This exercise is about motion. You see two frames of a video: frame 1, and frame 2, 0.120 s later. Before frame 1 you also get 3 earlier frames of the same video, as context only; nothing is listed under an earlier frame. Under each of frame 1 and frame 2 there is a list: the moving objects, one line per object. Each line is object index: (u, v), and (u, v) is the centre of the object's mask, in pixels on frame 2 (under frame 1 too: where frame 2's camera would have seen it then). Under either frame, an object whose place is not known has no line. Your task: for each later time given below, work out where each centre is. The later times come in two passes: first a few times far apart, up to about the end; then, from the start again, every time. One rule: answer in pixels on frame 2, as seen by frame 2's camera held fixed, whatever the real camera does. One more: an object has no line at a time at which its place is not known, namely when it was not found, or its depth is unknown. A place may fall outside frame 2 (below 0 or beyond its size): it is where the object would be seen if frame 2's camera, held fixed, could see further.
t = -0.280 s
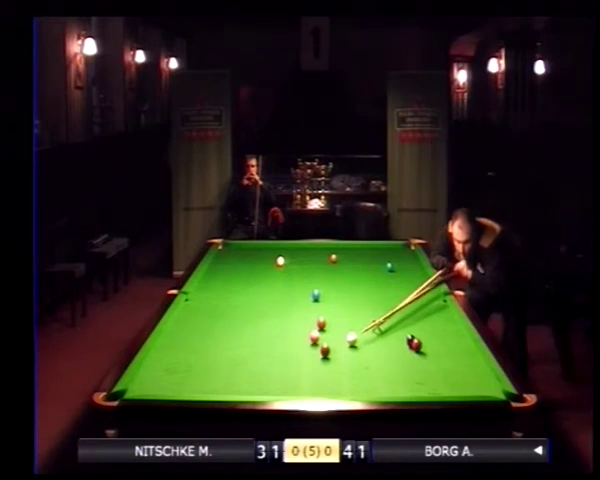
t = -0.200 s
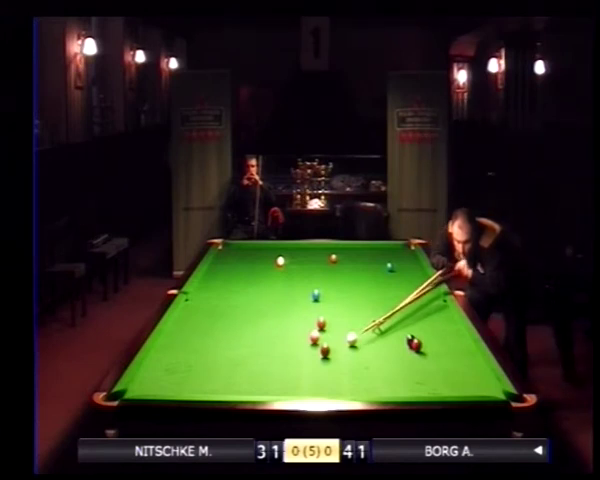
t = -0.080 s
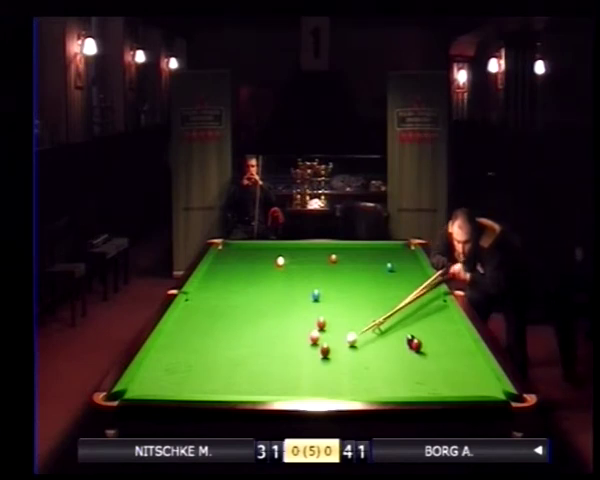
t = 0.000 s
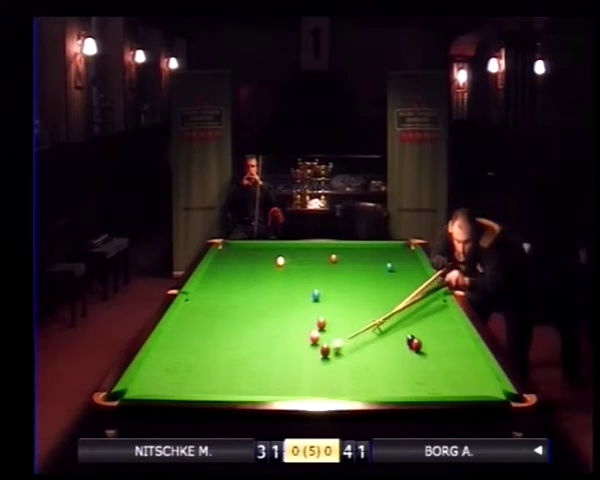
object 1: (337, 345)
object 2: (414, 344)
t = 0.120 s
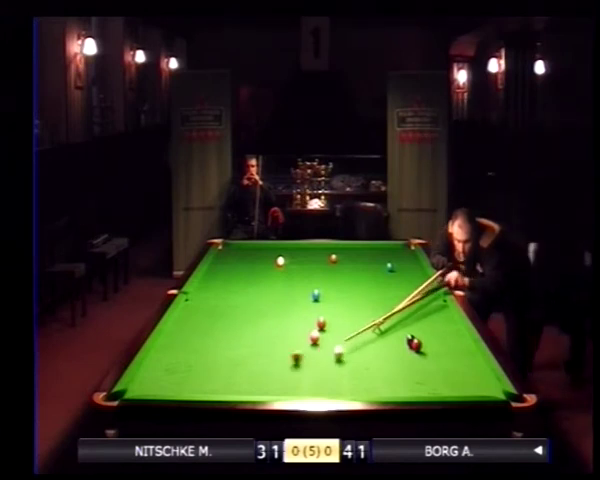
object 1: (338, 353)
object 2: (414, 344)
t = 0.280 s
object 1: (342, 361)
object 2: (414, 344)
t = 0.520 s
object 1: (347, 375)
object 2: (414, 344)
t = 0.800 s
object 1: (354, 389)
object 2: (414, 344)
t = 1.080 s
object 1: (364, 388)
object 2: (414, 344)
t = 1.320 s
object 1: (372, 382)
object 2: (414, 344)
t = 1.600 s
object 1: (380, 374)
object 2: (414, 344)
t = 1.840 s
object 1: (387, 367)
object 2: (414, 344)
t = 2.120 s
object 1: (394, 360)
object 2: (414, 344)
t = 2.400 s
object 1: (400, 354)
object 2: (414, 344)
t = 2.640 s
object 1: (404, 350)
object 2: (414, 344)
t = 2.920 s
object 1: (408, 345)
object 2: (417, 345)
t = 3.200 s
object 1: (406, 343)
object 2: (421, 344)
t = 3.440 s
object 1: (403, 342)
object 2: (424, 343)
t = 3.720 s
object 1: (402, 342)
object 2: (427, 342)
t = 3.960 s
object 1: (400, 341)
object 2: (428, 342)
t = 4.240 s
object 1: (399, 341)
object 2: (430, 342)
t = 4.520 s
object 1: (399, 340)
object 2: (431, 341)
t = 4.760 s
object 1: (399, 341)
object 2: (431, 341)
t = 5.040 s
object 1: (399, 341)
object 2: (432, 341)
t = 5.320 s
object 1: (399, 341)
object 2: (433, 341)
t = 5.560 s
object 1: (399, 340)
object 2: (433, 341)
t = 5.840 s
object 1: (399, 340)
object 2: (433, 340)
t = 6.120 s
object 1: (399, 340)
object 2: (433, 340)
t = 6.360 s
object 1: (399, 341)
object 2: (433, 340)
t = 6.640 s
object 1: (399, 340)
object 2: (433, 340)
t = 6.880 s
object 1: (399, 340)
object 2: (433, 340)
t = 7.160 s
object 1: (399, 340)
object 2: (433, 340)
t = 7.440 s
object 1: (399, 340)
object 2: (433, 340)
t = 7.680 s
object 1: (399, 340)
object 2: (433, 340)
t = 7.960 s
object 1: (399, 340)
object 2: (433, 340)
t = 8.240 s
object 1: (399, 340)
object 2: (433, 340)
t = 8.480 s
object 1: (399, 340)
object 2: (433, 341)
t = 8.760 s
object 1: (399, 340)
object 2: (433, 340)
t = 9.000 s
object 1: (399, 340)
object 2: (433, 340)
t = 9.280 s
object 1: (399, 341)
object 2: (433, 340)
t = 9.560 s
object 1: (399, 340)
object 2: (433, 340)
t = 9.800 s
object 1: (399, 340)
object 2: (433, 341)
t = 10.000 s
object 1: (399, 341)
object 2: (433, 341)
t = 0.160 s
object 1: (339, 355)
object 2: (414, 344)
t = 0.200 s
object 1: (341, 357)
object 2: (414, 344)
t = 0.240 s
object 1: (342, 359)
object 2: (414, 344)
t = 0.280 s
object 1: (342, 361)
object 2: (414, 344)
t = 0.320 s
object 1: (344, 363)
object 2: (414, 344)
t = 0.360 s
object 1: (344, 366)
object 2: (414, 344)
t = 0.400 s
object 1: (345, 368)
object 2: (414, 344)
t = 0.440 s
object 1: (346, 370)
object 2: (414, 344)
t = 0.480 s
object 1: (347, 372)
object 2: (414, 344)
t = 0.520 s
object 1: (347, 375)
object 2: (414, 344)
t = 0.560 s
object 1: (348, 377)
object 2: (414, 344)
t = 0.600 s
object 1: (350, 380)
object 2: (414, 344)
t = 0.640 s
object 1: (350, 382)
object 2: (414, 344)
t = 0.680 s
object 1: (352, 384)
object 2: (414, 344)
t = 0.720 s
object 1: (353, 386)
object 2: (414, 344)
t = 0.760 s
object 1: (353, 388)
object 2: (414, 344)
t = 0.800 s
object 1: (354, 389)
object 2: (414, 344)
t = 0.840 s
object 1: (355, 391)
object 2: (414, 344)
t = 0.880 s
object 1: (356, 392)
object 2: (414, 344)
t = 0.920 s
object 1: (358, 392)
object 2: (414, 344)
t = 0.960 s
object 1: (359, 391)
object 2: (414, 344)
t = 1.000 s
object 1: (361, 390)
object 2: (414, 344)
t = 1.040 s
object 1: (363, 389)
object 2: (414, 344)
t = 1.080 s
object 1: (364, 388)
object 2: (414, 344)
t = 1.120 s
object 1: (365, 388)
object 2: (414, 344)
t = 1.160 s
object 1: (367, 387)
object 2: (414, 344)
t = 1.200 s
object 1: (368, 386)
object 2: (414, 344)
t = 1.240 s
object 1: (369, 386)
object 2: (414, 344)
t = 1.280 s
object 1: (370, 384)
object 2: (414, 344)
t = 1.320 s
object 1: (372, 382)
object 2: (414, 344)
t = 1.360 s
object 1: (373, 381)
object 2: (414, 344)
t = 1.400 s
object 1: (374, 380)
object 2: (414, 344)
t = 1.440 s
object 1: (376, 379)
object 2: (414, 344)
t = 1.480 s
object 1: (377, 377)
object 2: (414, 344)
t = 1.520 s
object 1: (378, 376)
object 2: (414, 344)
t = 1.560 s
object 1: (379, 375)
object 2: (414, 344)
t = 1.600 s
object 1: (380, 374)
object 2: (414, 344)
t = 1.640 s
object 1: (381, 372)
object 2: (414, 344)
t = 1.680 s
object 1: (382, 371)
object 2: (414, 344)
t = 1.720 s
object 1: (383, 370)
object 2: (414, 344)
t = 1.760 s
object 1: (385, 369)
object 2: (414, 344)
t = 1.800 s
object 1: (386, 368)
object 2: (414, 344)
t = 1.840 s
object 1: (387, 367)
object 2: (414, 344)
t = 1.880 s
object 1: (387, 366)
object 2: (414, 344)
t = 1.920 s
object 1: (389, 365)
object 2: (414, 344)
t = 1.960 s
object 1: (390, 364)
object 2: (414, 344)
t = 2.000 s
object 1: (391, 363)
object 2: (414, 344)
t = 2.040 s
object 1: (391, 362)
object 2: (414, 344)
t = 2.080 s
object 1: (393, 361)
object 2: (414, 344)
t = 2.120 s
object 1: (394, 360)
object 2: (414, 344)
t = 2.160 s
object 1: (395, 359)
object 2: (414, 344)
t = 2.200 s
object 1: (396, 358)
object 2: (414, 344)
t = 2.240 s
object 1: (396, 357)
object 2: (414, 344)
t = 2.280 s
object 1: (397, 356)
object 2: (414, 344)
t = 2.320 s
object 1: (398, 356)
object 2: (414, 344)
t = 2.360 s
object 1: (399, 355)
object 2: (414, 344)
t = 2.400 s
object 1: (400, 354)
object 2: (414, 344)
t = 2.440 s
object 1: (401, 354)
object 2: (414, 344)
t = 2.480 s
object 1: (402, 353)
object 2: (414, 344)
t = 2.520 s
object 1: (402, 352)
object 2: (414, 344)
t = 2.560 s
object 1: (403, 351)
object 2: (414, 344)
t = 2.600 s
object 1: (404, 350)
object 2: (414, 344)
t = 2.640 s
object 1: (404, 350)
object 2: (414, 344)
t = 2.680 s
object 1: (405, 349)
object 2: (414, 344)
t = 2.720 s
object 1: (406, 348)
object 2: (415, 345)
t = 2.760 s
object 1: (407, 348)
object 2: (415, 345)
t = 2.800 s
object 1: (407, 347)
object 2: (416, 345)
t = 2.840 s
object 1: (408, 346)
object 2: (416, 345)
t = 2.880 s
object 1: (408, 346)
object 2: (416, 345)
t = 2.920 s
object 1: (408, 345)
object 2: (417, 345)
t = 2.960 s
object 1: (408, 344)
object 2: (417, 345)
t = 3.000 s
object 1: (407, 344)
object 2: (417, 344)
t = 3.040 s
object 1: (407, 344)
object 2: (418, 344)
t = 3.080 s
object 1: (407, 344)
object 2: (420, 344)
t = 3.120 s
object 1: (407, 343)
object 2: (420, 344)
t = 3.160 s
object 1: (406, 343)
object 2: (420, 344)
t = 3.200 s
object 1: (406, 343)
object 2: (421, 344)
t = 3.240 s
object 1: (405, 343)
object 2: (421, 344)
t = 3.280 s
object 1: (405, 343)
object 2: (422, 344)
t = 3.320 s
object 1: (404, 342)
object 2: (423, 343)
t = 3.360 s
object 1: (404, 342)
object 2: (423, 343)
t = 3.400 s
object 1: (404, 342)
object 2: (424, 343)
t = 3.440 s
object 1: (403, 342)
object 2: (424, 343)
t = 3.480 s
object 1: (403, 342)
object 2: (424, 343)
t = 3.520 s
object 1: (403, 342)
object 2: (425, 343)
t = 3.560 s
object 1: (403, 342)
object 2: (425, 343)
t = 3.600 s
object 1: (403, 341)
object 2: (426, 343)
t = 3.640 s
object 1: (403, 342)
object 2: (426, 343)
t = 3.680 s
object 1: (402, 341)
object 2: (427, 342)
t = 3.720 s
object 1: (402, 342)
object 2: (427, 342)
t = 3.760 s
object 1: (402, 341)
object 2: (427, 343)
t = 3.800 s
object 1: (402, 341)
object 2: (428, 342)
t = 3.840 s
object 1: (401, 341)
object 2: (428, 342)
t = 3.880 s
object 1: (402, 341)
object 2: (428, 342)
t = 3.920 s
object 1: (400, 341)
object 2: (428, 342)
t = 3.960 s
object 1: (400, 341)
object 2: (428, 342)
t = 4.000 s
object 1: (400, 341)
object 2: (429, 342)
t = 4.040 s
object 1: (400, 341)
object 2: (429, 342)
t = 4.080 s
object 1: (400, 341)
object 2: (429, 342)
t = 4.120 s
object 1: (400, 341)
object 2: (429, 342)
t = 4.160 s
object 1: (399, 340)
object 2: (429, 342)
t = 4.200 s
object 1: (399, 341)
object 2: (429, 342)
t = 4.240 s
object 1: (399, 341)
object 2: (430, 342)
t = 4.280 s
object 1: (399, 341)
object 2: (430, 342)
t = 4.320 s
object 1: (399, 340)
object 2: (430, 341)
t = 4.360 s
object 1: (399, 341)
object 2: (430, 342)
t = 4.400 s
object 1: (399, 341)
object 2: (431, 342)
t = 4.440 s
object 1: (399, 341)
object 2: (431, 341)
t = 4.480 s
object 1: (399, 341)
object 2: (431, 341)
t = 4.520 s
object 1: (399, 340)
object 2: (431, 341)
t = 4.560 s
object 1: (399, 340)
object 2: (431, 341)
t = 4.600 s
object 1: (399, 340)
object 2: (431, 341)
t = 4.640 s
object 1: (399, 341)
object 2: (431, 341)
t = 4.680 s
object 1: (399, 341)
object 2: (431, 341)
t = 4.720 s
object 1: (399, 341)
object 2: (431, 341)
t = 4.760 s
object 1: (399, 341)
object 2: (431, 341)
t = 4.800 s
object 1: (399, 341)
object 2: (432, 341)
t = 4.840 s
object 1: (399, 341)
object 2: (432, 341)
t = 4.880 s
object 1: (399, 341)
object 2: (432, 341)
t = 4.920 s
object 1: (399, 341)
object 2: (432, 341)
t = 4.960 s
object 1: (399, 341)
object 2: (432, 341)
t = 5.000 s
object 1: (399, 341)
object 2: (432, 341)
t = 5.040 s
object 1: (399, 341)
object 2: (432, 341)
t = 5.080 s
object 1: (399, 341)
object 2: (432, 341)
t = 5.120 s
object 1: (399, 341)
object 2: (432, 341)
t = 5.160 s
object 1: (399, 340)
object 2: (432, 341)
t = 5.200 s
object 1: (399, 340)
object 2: (432, 341)
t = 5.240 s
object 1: (399, 340)
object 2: (432, 341)
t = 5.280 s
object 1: (399, 341)
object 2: (433, 341)
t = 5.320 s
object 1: (399, 341)
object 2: (433, 341)
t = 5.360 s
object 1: (399, 340)
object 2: (433, 341)
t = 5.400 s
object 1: (399, 340)
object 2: (433, 341)
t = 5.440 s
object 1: (399, 341)
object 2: (433, 341)
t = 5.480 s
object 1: (399, 340)
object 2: (433, 341)
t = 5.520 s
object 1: (399, 341)
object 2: (433, 340)
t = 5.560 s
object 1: (399, 340)
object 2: (433, 341)
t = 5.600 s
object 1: (399, 340)
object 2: (433, 341)
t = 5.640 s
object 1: (399, 341)
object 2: (433, 341)
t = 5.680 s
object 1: (399, 340)
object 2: (433, 341)
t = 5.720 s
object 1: (399, 341)
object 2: (433, 341)
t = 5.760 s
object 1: (399, 340)
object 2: (432, 340)
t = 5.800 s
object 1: (399, 341)
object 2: (433, 340)
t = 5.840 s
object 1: (399, 340)
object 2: (433, 340)
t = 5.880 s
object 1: (399, 340)
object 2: (433, 340)
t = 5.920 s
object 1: (399, 341)
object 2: (433, 340)
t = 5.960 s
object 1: (399, 340)
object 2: (433, 340)
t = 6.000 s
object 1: (399, 341)
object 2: (433, 341)
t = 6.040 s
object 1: (399, 341)
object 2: (433, 341)
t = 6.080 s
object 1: (399, 340)
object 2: (433, 340)
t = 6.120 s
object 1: (399, 340)
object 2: (433, 340)
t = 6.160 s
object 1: (399, 340)
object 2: (433, 340)
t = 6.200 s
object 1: (399, 341)
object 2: (433, 341)
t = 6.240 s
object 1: (399, 341)
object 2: (433, 340)
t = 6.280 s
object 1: (399, 341)
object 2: (433, 340)
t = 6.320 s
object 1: (399, 341)
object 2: (433, 340)
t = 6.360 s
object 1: (399, 341)
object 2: (433, 340)
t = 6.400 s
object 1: (399, 340)
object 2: (433, 340)
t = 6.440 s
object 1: (399, 340)
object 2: (433, 340)
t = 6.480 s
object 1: (399, 340)
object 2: (433, 340)
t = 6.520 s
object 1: (399, 340)
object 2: (433, 340)
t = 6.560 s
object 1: (399, 340)
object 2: (433, 340)
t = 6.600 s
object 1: (399, 340)
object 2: (433, 340)
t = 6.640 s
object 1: (399, 340)
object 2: (433, 340)
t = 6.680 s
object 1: (399, 340)
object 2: (433, 340)
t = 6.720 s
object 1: (399, 340)
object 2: (433, 340)
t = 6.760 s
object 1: (399, 340)
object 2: (433, 340)
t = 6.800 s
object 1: (399, 340)
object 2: (433, 340)
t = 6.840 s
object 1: (399, 340)
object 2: (433, 340)
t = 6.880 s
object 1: (399, 340)
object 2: (433, 340)
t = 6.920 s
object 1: (399, 340)
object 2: (433, 340)
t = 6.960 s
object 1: (399, 340)
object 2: (433, 340)
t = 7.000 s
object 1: (399, 340)
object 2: (433, 340)
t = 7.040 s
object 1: (399, 340)
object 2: (433, 340)
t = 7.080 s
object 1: (399, 340)
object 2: (433, 340)
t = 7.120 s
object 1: (399, 340)
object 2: (433, 340)
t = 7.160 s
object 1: (399, 340)
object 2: (433, 340)
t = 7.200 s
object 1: (399, 341)
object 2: (433, 340)
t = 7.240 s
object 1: (399, 340)
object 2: (433, 340)
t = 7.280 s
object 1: (399, 340)
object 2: (433, 340)
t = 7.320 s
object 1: (399, 340)
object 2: (433, 340)
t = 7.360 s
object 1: (399, 340)
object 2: (433, 340)
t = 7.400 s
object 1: (399, 340)
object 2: (433, 340)
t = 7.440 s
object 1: (399, 340)
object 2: (433, 340)
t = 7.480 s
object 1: (399, 340)
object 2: (433, 340)
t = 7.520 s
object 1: (399, 340)
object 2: (433, 340)
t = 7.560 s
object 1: (399, 341)
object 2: (433, 340)
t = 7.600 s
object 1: (399, 340)
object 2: (433, 340)
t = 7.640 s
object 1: (399, 340)
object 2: (433, 340)
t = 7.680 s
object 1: (399, 340)
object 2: (433, 340)
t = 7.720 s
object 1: (399, 340)
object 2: (433, 340)
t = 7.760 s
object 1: (399, 341)
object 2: (433, 340)
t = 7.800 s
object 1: (399, 340)
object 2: (433, 340)
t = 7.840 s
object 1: (399, 340)
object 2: (433, 340)
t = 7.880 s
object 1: (399, 340)
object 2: (433, 340)
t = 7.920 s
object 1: (399, 340)
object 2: (433, 340)
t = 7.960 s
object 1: (399, 340)
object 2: (433, 340)
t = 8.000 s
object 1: (399, 340)
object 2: (433, 340)
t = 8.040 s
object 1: (399, 340)
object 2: (433, 340)
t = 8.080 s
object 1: (399, 340)
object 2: (433, 340)
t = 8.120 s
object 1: (399, 340)
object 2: (433, 340)
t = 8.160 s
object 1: (399, 340)
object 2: (433, 340)
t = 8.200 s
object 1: (399, 340)
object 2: (433, 340)
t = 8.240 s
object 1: (399, 340)
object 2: (433, 340)
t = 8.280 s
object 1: (399, 340)
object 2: (433, 341)
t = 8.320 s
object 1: (399, 340)
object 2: (433, 341)
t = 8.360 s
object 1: (399, 340)
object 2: (433, 341)
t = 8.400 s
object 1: (399, 340)
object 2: (433, 341)
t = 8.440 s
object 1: (399, 340)
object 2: (433, 341)
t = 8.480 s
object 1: (399, 340)
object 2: (433, 341)
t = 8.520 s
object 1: (399, 340)
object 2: (433, 341)
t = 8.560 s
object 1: (399, 340)
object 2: (433, 340)
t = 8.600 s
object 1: (399, 340)
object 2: (433, 340)
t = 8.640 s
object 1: (399, 340)
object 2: (433, 340)
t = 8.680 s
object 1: (399, 340)
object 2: (433, 340)
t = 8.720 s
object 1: (399, 340)
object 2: (433, 340)
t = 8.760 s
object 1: (399, 340)
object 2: (433, 340)
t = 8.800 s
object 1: (399, 340)
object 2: (433, 340)
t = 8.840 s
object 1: (399, 340)
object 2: (433, 340)
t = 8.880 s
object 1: (399, 340)
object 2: (433, 340)
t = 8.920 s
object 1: (399, 340)
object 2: (433, 340)
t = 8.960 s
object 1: (399, 340)
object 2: (433, 340)
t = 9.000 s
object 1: (399, 340)
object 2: (433, 340)
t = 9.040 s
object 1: (399, 340)
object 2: (433, 340)
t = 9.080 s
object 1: (399, 340)
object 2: (433, 340)
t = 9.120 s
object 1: (399, 340)
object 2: (433, 340)
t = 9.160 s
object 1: (399, 340)
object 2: (433, 340)
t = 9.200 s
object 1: (399, 340)
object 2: (433, 340)
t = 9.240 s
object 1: (399, 340)
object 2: (433, 340)
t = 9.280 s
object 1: (399, 341)
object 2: (433, 340)
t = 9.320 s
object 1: (399, 340)
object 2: (433, 340)
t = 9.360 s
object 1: (399, 340)
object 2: (433, 340)
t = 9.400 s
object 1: (399, 340)
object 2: (433, 340)
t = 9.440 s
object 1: (399, 340)
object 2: (433, 340)
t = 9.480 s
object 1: (399, 340)
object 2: (433, 340)
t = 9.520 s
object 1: (399, 340)
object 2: (433, 340)
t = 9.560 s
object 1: (399, 340)
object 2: (433, 340)
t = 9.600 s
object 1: (399, 341)
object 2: (433, 341)
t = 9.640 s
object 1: (399, 341)
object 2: (433, 341)
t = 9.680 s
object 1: (399, 340)
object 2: (433, 341)
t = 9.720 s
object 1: (399, 340)
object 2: (433, 340)
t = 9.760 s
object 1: (399, 340)
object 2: (433, 340)
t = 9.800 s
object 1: (399, 340)
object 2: (433, 341)
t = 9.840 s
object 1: (399, 340)
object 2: (433, 341)
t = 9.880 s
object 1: (399, 340)
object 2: (433, 341)
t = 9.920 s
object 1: (399, 340)
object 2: (433, 340)
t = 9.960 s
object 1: (399, 340)
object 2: (433, 340)
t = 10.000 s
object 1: (399, 341)
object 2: (433, 341)
